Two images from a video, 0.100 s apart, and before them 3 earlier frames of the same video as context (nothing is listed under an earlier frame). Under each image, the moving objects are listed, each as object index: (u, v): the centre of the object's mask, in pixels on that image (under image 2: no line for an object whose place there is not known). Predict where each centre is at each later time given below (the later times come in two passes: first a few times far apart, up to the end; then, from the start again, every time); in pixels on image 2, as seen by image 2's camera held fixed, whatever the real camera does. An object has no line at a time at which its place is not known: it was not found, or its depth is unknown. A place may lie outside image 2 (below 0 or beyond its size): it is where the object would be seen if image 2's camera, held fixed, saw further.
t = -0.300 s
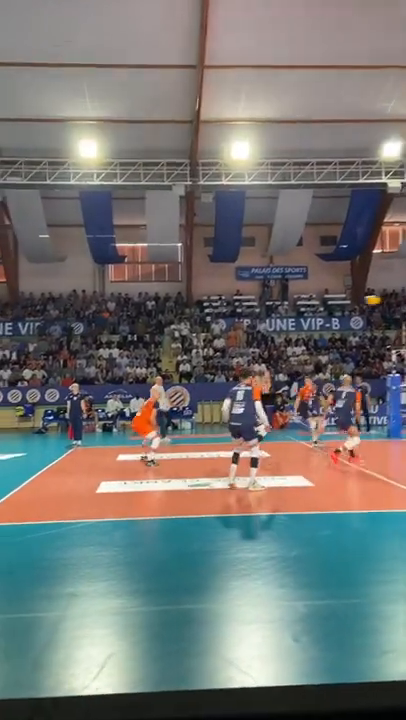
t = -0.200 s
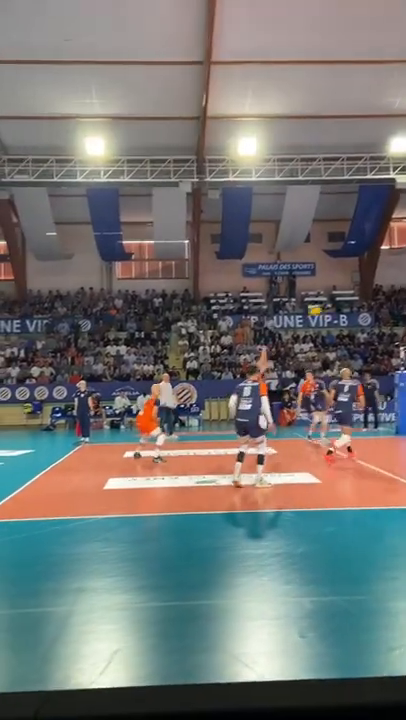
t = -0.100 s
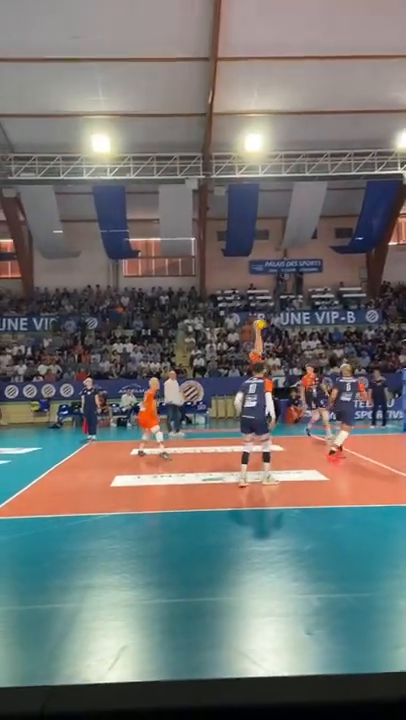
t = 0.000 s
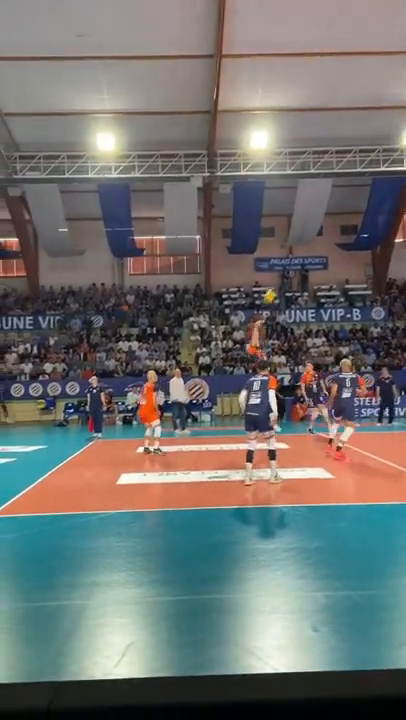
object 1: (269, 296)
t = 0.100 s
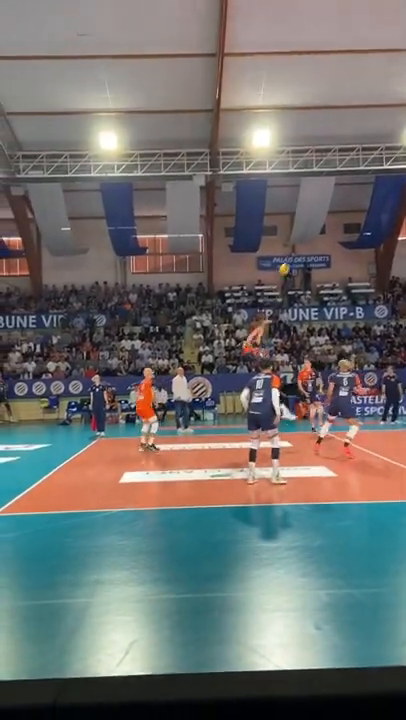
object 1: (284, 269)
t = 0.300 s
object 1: (308, 231)
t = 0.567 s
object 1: (337, 208)
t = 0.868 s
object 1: (373, 217)
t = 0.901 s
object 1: (377, 221)
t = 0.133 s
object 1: (288, 261)
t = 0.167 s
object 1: (292, 254)
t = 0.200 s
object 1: (296, 248)
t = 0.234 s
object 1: (300, 242)
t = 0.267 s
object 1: (303, 237)
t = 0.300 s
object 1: (308, 231)
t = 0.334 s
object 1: (311, 227)
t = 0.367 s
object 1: (315, 223)
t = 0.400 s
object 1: (319, 219)
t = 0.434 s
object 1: (323, 216)
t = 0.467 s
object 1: (327, 213)
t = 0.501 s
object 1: (330, 211)
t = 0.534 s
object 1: (334, 209)
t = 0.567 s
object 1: (337, 208)
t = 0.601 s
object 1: (342, 207)
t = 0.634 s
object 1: (346, 206)
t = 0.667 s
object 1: (349, 207)
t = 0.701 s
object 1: (354, 207)
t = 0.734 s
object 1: (357, 209)
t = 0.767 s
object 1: (361, 209)
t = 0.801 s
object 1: (365, 212)
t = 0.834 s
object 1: (369, 214)
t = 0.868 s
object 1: (373, 217)
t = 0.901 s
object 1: (377, 221)
